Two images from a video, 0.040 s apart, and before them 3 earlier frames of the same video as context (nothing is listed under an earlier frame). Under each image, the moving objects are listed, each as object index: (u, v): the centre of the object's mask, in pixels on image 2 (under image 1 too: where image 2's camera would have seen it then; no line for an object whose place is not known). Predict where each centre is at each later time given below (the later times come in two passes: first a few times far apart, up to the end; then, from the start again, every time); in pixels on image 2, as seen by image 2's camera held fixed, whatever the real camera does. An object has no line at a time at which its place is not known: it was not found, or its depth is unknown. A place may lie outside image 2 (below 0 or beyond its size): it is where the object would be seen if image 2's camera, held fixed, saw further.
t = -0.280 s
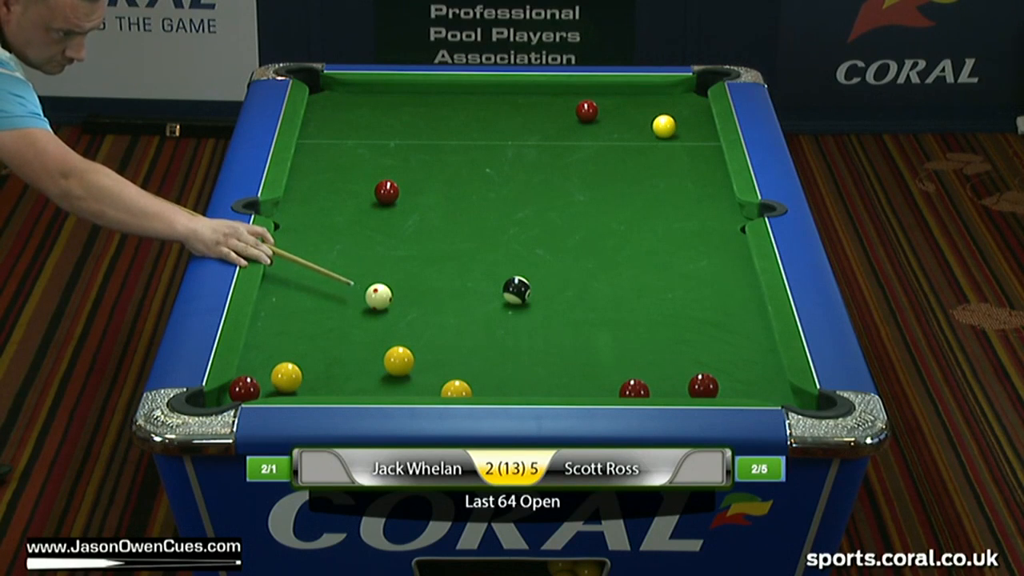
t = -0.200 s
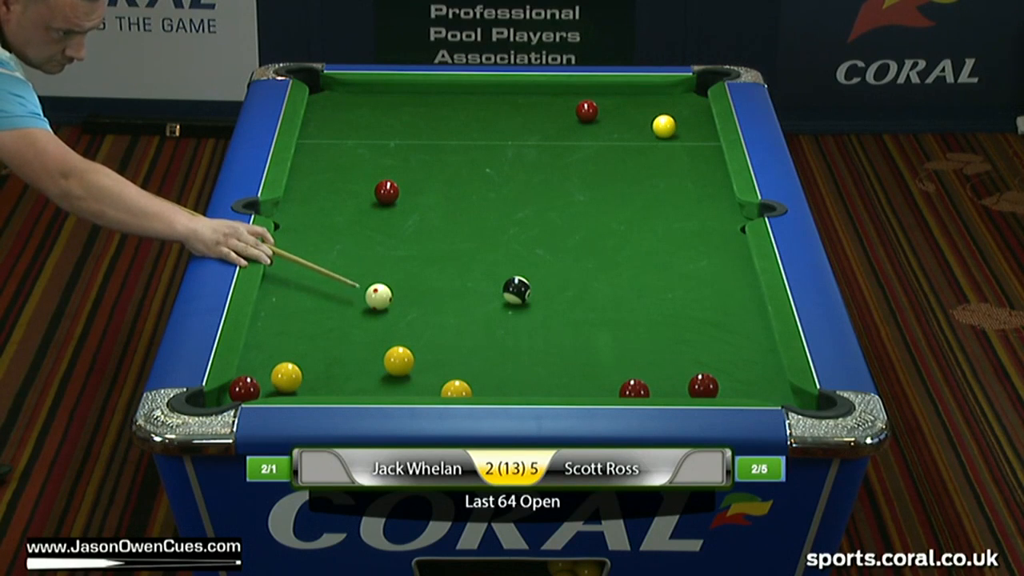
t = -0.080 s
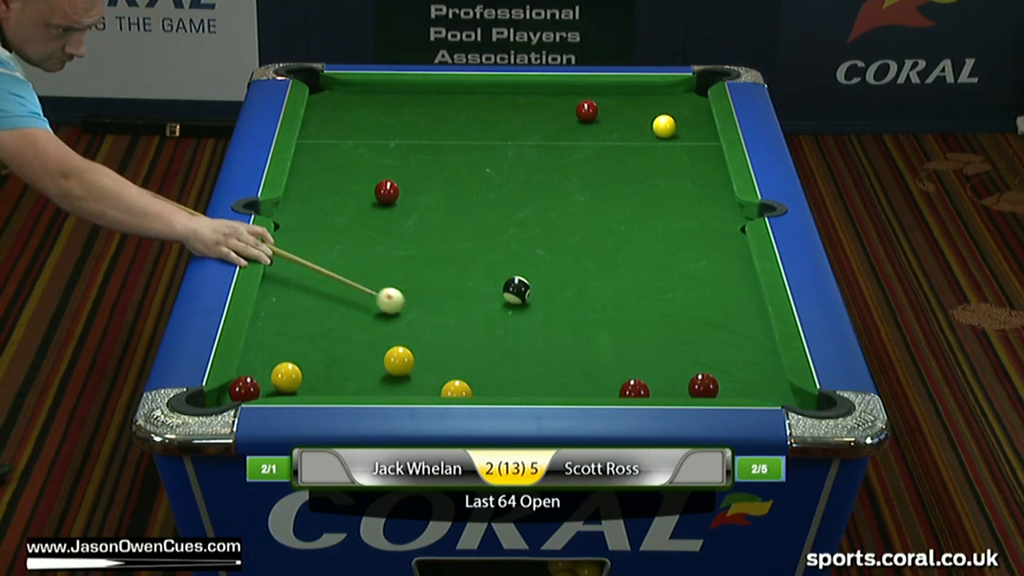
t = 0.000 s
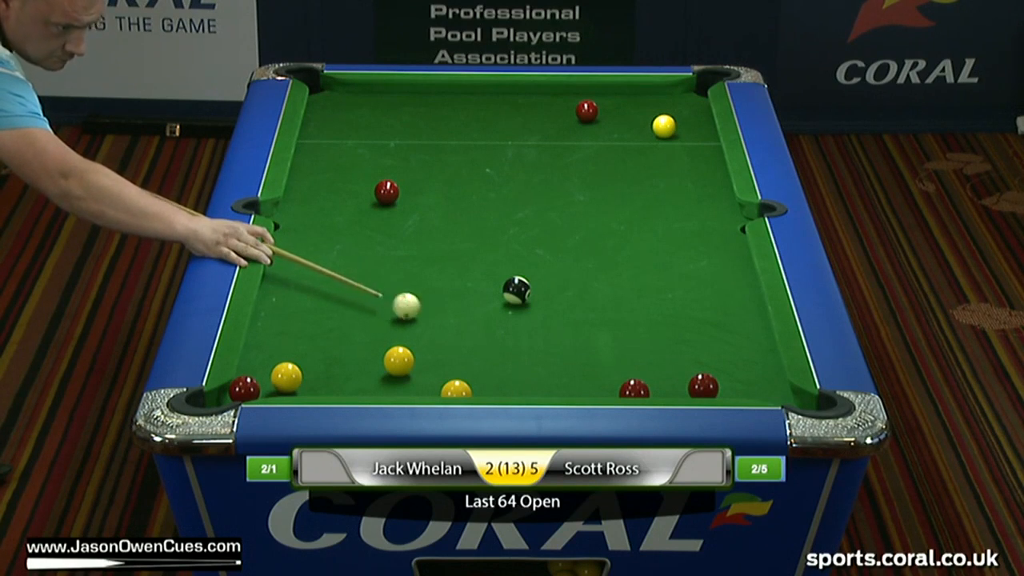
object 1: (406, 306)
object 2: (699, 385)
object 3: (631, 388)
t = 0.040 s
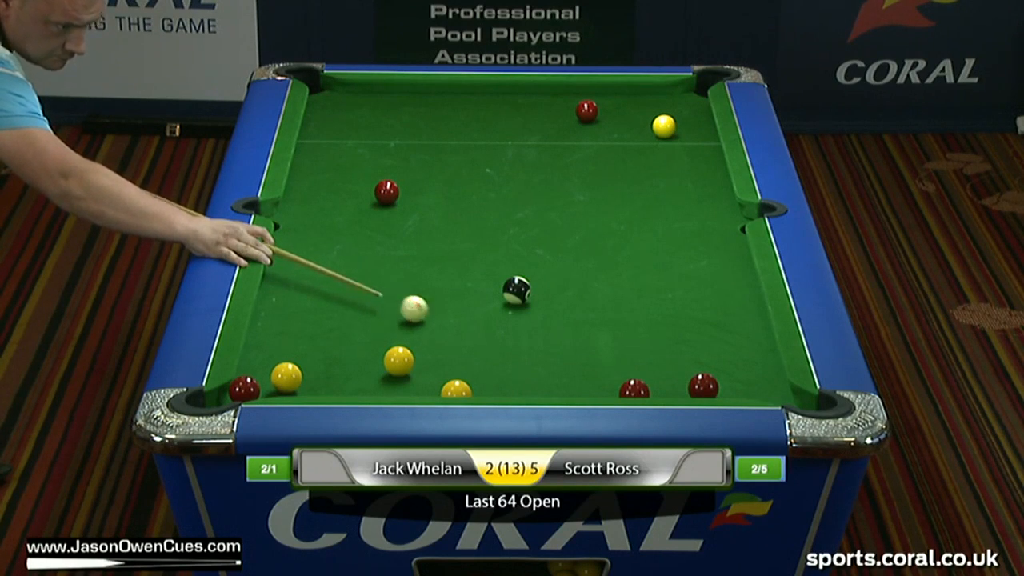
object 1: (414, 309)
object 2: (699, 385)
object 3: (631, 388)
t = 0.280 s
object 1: (460, 325)
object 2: (699, 386)
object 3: (631, 388)
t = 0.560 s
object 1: (512, 342)
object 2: (699, 385)
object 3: (631, 388)
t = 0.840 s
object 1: (564, 360)
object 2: (699, 385)
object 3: (631, 388)
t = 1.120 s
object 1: (613, 376)
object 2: (699, 385)
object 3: (631, 388)
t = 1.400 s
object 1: (658, 382)
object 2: (699, 385)
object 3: (633, 389)
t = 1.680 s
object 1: (677, 383)
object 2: (710, 386)
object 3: (637, 387)
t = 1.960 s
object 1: (681, 382)
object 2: (725, 387)
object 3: (640, 385)
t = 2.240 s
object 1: (682, 382)
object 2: (737, 388)
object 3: (643, 385)
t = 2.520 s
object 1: (682, 382)
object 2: (744, 389)
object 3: (643, 385)
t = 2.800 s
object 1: (682, 382)
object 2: (747, 389)
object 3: (643, 385)
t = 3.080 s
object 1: (682, 382)
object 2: (747, 389)
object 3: (643, 385)
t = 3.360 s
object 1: (682, 382)
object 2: (747, 389)
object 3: (643, 385)
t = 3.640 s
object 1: (682, 382)
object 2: (747, 389)
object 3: (643, 385)
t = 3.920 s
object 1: (682, 382)
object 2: (747, 389)
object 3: (643, 385)
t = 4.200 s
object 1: (682, 382)
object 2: (747, 389)
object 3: (643, 385)
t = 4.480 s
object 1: (682, 382)
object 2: (746, 389)
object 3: (643, 385)
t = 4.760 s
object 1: (682, 382)
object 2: (746, 389)
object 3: (643, 385)
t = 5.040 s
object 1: (682, 382)
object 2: (746, 389)
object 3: (643, 385)
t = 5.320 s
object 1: (682, 382)
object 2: (746, 389)
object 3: (643, 385)
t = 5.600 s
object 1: (682, 382)
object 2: (746, 389)
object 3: (643, 385)
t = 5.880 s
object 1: (682, 382)
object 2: (746, 389)
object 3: (643, 385)
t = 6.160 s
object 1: (682, 382)
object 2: (746, 389)
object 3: (643, 385)
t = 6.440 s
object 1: (682, 382)
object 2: (750, 390)
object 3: (643, 385)
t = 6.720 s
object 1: (682, 382)
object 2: (751, 390)
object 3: (643, 385)
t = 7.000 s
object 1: (682, 382)
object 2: (750, 390)
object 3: (643, 385)
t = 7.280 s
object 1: (682, 382)
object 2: (751, 390)
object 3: (643, 385)
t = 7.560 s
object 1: (681, 382)
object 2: (751, 390)
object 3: (643, 385)
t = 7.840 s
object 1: (682, 382)
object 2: (751, 390)
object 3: (643, 385)
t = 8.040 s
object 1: (682, 382)
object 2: (751, 390)
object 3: (643, 385)
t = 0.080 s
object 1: (421, 312)
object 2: (699, 385)
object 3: (631, 388)
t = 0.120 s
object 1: (429, 314)
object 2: (699, 385)
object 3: (631, 388)
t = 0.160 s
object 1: (437, 317)
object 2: (699, 385)
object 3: (631, 388)
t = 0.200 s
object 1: (444, 319)
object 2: (699, 385)
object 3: (631, 388)
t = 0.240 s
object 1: (452, 322)
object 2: (699, 386)
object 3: (631, 388)
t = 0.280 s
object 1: (460, 325)
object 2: (699, 386)
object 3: (631, 388)
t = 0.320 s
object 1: (467, 327)
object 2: (699, 385)
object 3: (631, 388)
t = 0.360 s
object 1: (475, 330)
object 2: (699, 385)
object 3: (631, 388)
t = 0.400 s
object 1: (482, 332)
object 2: (699, 385)
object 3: (631, 388)
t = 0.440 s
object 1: (490, 335)
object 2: (699, 386)
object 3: (631, 388)
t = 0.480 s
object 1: (497, 338)
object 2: (699, 386)
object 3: (631, 388)
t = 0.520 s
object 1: (505, 340)
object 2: (699, 385)
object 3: (631, 388)
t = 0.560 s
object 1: (512, 342)
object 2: (699, 385)
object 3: (631, 388)
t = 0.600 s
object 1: (520, 345)
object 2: (699, 385)
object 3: (631, 388)
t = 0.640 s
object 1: (527, 348)
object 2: (699, 386)
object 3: (631, 388)
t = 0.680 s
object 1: (534, 350)
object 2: (699, 385)
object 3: (631, 388)
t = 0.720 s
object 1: (542, 353)
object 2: (699, 385)
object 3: (631, 388)
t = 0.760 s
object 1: (549, 355)
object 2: (699, 385)
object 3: (631, 388)
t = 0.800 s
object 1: (556, 358)
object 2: (699, 385)
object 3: (631, 388)
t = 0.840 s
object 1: (564, 360)
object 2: (699, 385)
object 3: (631, 388)
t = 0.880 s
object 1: (571, 363)
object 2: (699, 385)
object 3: (631, 388)
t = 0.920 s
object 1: (578, 365)
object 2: (699, 386)
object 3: (631, 388)
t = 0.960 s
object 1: (585, 367)
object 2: (699, 385)
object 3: (631, 388)
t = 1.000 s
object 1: (592, 370)
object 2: (700, 385)
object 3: (631, 388)
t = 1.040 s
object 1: (599, 372)
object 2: (699, 385)
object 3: (631, 388)
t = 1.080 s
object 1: (606, 375)
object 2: (699, 385)
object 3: (631, 388)
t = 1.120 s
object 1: (613, 376)
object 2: (699, 385)
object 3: (631, 388)
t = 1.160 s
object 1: (618, 377)
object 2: (699, 385)
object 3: (631, 388)
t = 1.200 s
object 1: (624, 377)
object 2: (699, 386)
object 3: (631, 388)
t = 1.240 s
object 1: (633, 377)
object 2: (700, 385)
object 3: (631, 389)
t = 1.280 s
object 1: (641, 378)
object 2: (699, 386)
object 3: (632, 390)
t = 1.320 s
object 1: (647, 380)
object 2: (699, 385)
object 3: (633, 390)
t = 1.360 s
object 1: (653, 381)
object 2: (700, 386)
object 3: (633, 390)
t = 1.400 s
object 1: (658, 382)
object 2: (699, 385)
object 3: (633, 389)
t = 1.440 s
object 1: (662, 383)
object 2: (700, 385)
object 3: (634, 389)
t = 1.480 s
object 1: (667, 384)
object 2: (699, 385)
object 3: (634, 389)
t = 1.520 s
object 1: (672, 384)
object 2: (700, 385)
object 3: (634, 388)
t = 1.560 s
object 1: (674, 384)
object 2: (702, 386)
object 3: (634, 388)
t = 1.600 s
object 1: (675, 383)
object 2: (704, 386)
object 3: (635, 387)
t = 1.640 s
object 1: (676, 383)
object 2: (707, 386)
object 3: (635, 387)
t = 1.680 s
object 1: (677, 383)
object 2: (710, 386)
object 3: (637, 387)
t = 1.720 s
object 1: (678, 383)
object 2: (712, 387)
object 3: (636, 386)
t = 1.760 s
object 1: (678, 383)
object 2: (714, 387)
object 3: (638, 386)
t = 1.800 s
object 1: (679, 383)
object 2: (717, 387)
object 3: (638, 386)
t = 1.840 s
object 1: (680, 383)
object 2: (719, 387)
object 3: (640, 386)
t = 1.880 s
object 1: (680, 383)
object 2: (721, 387)
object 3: (637, 385)
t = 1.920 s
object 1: (681, 382)
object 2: (723, 387)
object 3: (637, 385)
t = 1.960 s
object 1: (681, 382)
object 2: (725, 387)
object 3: (640, 385)
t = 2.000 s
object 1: (681, 382)
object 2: (727, 388)
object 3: (641, 385)
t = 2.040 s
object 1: (682, 382)
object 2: (729, 388)
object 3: (641, 385)
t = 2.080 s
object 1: (682, 382)
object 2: (731, 388)
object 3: (642, 385)
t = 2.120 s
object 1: (682, 382)
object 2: (732, 388)
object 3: (642, 385)
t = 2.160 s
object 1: (682, 382)
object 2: (734, 388)
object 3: (642, 385)
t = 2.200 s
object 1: (682, 382)
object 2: (735, 388)
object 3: (643, 385)
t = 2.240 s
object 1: (682, 382)
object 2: (737, 388)
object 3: (643, 385)
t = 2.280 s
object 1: (682, 382)
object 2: (738, 388)
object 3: (643, 385)
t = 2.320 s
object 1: (682, 382)
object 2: (739, 388)
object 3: (643, 385)
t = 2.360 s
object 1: (682, 382)
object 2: (741, 389)
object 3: (643, 385)
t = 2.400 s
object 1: (682, 382)
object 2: (742, 389)
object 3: (643, 385)
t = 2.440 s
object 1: (682, 382)
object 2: (743, 389)
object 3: (643, 385)
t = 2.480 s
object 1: (682, 382)
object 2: (744, 389)
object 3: (643, 385)
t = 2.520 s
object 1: (682, 382)
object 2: (744, 389)
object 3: (643, 385)
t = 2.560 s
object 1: (682, 382)
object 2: (745, 389)
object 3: (643, 385)
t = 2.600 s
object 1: (682, 382)
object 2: (746, 389)
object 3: (643, 385)
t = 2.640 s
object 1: (682, 382)
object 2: (746, 389)
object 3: (643, 385)
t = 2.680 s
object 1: (682, 382)
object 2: (746, 389)
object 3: (643, 385)
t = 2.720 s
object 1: (682, 382)
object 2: (746, 389)
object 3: (643, 385)
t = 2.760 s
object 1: (682, 382)
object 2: (747, 389)
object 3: (643, 385)
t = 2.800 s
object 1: (682, 382)
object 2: (747, 389)
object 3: (643, 385)
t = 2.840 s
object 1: (682, 382)
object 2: (747, 389)
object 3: (643, 385)
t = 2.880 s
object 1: (682, 382)
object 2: (747, 389)
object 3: (643, 385)
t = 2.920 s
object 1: (682, 382)
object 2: (747, 389)
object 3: (643, 385)
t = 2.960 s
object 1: (682, 382)
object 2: (747, 389)
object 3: (643, 385)
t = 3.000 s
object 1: (682, 382)
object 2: (747, 389)
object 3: (643, 385)
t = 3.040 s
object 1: (682, 382)
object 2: (747, 389)
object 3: (643, 385)
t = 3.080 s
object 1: (682, 382)
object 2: (747, 389)
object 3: (643, 385)
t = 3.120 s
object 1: (682, 382)
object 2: (747, 389)
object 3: (643, 385)
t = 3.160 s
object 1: (682, 382)
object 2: (747, 389)
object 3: (643, 385)
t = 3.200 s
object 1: (682, 382)
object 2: (747, 389)
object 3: (643, 385)
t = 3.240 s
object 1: (682, 382)
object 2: (747, 389)
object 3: (643, 385)
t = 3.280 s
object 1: (682, 382)
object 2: (747, 389)
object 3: (643, 385)
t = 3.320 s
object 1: (682, 382)
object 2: (747, 389)
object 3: (643, 385)
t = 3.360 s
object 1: (682, 382)
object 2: (747, 389)
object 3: (643, 385)
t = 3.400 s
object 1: (682, 382)
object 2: (747, 389)
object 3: (643, 385)
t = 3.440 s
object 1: (682, 382)
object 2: (747, 389)
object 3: (643, 385)
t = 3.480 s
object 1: (682, 382)
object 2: (747, 389)
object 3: (643, 385)
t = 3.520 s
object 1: (682, 382)
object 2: (747, 389)
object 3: (643, 385)
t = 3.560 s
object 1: (682, 382)
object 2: (747, 389)
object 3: (643, 385)
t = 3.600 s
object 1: (682, 382)
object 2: (747, 389)
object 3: (643, 385)
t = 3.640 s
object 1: (682, 382)
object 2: (747, 389)
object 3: (643, 385)
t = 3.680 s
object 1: (682, 382)
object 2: (747, 389)
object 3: (643, 385)
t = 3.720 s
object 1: (682, 382)
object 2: (747, 389)
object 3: (643, 385)
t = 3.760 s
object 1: (682, 382)
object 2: (747, 389)
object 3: (643, 385)
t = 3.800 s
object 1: (682, 382)
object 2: (747, 389)
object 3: (643, 385)
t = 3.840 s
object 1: (682, 382)
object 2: (747, 389)
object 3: (643, 385)
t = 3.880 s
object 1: (682, 382)
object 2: (747, 389)
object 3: (643, 385)
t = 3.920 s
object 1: (682, 382)
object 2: (747, 389)
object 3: (643, 385)
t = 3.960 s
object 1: (682, 382)
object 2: (747, 389)
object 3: (643, 385)
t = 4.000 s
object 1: (682, 382)
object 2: (747, 389)
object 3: (643, 385)
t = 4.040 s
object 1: (682, 382)
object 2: (747, 389)
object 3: (643, 385)
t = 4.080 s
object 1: (682, 382)
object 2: (747, 389)
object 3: (643, 385)
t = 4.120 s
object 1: (682, 382)
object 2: (746, 389)
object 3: (643, 385)
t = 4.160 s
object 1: (682, 382)
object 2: (747, 389)
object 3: (643, 385)
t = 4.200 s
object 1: (682, 382)
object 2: (747, 389)
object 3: (643, 385)
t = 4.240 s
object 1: (682, 382)
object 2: (746, 389)
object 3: (643, 385)
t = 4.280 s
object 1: (682, 382)
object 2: (746, 389)
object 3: (643, 385)
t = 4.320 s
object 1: (682, 382)
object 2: (746, 389)
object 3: (643, 385)
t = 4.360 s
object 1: (682, 382)
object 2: (747, 389)
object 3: (643, 385)
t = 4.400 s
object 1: (682, 382)
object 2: (747, 389)
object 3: (643, 385)
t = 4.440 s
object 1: (682, 382)
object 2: (746, 389)
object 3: (643, 385)
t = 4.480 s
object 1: (682, 382)
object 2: (746, 389)
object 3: (643, 385)
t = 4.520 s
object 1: (682, 382)
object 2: (746, 389)
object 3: (643, 385)
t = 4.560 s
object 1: (682, 382)
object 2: (746, 389)
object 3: (643, 385)
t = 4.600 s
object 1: (682, 382)
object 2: (746, 389)
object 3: (643, 385)
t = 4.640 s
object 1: (682, 382)
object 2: (746, 389)
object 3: (643, 385)
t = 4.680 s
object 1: (682, 382)
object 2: (746, 389)
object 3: (643, 385)
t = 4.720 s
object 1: (682, 382)
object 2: (746, 389)
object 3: (643, 385)
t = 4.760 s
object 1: (682, 382)
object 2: (746, 389)
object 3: (643, 385)
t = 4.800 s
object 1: (682, 382)
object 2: (746, 389)
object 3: (643, 385)
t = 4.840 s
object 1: (682, 382)
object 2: (746, 389)
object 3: (643, 385)
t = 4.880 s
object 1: (682, 382)
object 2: (746, 389)
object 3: (643, 385)
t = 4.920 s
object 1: (682, 382)
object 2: (746, 389)
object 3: (643, 385)
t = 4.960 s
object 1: (682, 382)
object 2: (746, 389)
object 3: (643, 385)
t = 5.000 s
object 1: (682, 382)
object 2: (746, 389)
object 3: (643, 385)
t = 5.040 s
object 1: (682, 382)
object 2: (746, 389)
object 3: (643, 385)
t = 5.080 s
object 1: (682, 382)
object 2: (746, 389)
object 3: (643, 385)
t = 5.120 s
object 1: (682, 382)
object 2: (746, 389)
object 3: (643, 385)
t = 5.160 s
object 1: (682, 382)
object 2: (746, 389)
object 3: (643, 385)
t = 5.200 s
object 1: (682, 382)
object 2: (747, 389)
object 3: (643, 385)
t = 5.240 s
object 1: (682, 382)
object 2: (746, 389)
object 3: (643, 385)
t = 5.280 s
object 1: (682, 382)
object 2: (746, 389)
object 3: (643, 385)
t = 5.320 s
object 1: (682, 382)
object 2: (746, 389)
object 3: (643, 385)
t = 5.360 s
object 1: (682, 382)
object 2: (746, 389)
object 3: (643, 385)
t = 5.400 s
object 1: (682, 382)
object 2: (746, 389)
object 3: (643, 385)
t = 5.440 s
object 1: (682, 382)
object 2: (746, 389)
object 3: (643, 385)
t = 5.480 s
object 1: (682, 382)
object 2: (746, 389)
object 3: (643, 385)
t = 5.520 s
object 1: (682, 382)
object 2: (746, 389)
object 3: (643, 385)
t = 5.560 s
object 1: (682, 382)
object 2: (746, 389)
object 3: (643, 385)
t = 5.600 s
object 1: (682, 382)
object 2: (746, 389)
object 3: (643, 385)
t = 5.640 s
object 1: (682, 382)
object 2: (746, 389)
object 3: (643, 385)
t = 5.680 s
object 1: (682, 382)
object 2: (746, 389)
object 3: (643, 385)
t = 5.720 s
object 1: (682, 382)
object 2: (746, 389)
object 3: (643, 385)
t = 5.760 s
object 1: (682, 382)
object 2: (746, 389)
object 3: (643, 385)
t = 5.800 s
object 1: (682, 382)
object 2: (746, 389)
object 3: (643, 385)
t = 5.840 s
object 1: (682, 382)
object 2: (746, 389)
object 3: (643, 385)
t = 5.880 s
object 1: (682, 382)
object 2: (746, 389)
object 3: (643, 385)
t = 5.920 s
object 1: (682, 382)
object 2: (746, 389)
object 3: (643, 385)
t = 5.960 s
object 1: (682, 382)
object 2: (746, 389)
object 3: (643, 385)
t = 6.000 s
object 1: (682, 382)
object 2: (746, 389)
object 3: (643, 385)
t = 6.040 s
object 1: (682, 382)
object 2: (746, 389)
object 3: (643, 385)
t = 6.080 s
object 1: (682, 382)
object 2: (746, 389)
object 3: (643, 385)
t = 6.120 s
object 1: (682, 382)
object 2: (746, 389)
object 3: (643, 385)
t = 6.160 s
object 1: (682, 382)
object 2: (746, 389)
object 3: (643, 385)
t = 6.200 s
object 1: (682, 382)
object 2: (746, 389)
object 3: (643, 385)
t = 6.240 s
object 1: (682, 382)
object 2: (746, 389)
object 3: (643, 385)
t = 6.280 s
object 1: (682, 382)
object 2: (746, 389)
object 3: (643, 385)
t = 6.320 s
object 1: (682, 382)
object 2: (750, 390)
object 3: (643, 385)
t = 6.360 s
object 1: (682, 382)
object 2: (750, 390)
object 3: (643, 385)
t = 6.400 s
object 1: (682, 382)
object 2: (750, 390)
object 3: (643, 385)
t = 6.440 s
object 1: (682, 382)
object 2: (750, 390)
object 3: (643, 385)
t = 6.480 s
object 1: (682, 382)
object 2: (750, 390)
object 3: (643, 385)
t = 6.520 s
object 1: (682, 382)
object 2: (750, 390)
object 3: (643, 385)
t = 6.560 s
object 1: (682, 382)
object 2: (750, 390)
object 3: (643, 385)
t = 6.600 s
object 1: (682, 382)
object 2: (750, 390)
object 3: (643, 385)
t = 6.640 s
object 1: (682, 382)
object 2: (750, 390)
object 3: (643, 385)
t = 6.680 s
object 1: (682, 382)
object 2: (750, 390)
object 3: (643, 385)
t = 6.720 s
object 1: (682, 382)
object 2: (751, 390)
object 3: (643, 385)
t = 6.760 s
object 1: (682, 382)
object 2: (751, 390)
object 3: (643, 385)
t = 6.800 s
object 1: (682, 382)
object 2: (750, 390)
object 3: (643, 385)
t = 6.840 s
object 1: (682, 382)
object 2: (751, 390)
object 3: (643, 385)
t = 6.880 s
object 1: (682, 382)
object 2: (751, 390)
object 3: (643, 385)
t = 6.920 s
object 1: (682, 382)
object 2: (750, 390)
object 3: (643, 385)
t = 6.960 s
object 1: (682, 382)
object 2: (750, 390)
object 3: (643, 385)
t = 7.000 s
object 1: (682, 382)
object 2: (750, 390)
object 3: (643, 385)
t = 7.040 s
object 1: (682, 382)
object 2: (751, 390)
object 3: (643, 385)
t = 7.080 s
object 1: (682, 382)
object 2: (751, 390)
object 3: (643, 385)
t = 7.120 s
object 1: (682, 382)
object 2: (751, 390)
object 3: (643, 385)
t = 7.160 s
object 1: (682, 382)
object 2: (750, 390)
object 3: (643, 385)
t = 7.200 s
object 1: (682, 382)
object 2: (751, 390)
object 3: (643, 385)
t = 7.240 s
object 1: (682, 382)
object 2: (751, 390)
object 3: (643, 385)
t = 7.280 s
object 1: (682, 382)
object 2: (751, 390)
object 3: (643, 385)
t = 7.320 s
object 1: (682, 382)
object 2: (750, 390)
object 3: (643, 385)
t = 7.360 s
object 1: (682, 382)
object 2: (751, 390)
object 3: (643, 385)
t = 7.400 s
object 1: (681, 382)
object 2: (751, 390)
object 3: (643, 385)
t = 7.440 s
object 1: (681, 382)
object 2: (751, 390)
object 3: (643, 385)
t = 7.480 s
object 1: (681, 382)
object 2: (751, 390)
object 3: (643, 385)
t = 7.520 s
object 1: (681, 382)
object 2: (751, 390)
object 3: (643, 385)
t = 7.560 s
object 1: (681, 382)
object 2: (751, 390)
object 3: (643, 385)
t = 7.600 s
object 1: (681, 382)
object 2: (751, 390)
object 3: (643, 385)
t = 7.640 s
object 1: (682, 382)
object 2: (751, 390)
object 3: (643, 385)
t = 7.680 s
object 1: (682, 382)
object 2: (751, 390)
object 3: (643, 385)
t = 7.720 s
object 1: (682, 382)
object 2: (751, 390)
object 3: (643, 385)
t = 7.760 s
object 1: (682, 382)
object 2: (751, 390)
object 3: (643, 385)
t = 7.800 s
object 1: (682, 382)
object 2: (751, 390)
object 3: (643, 385)
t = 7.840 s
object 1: (682, 382)
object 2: (751, 390)
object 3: (643, 385)
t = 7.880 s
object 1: (682, 382)
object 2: (751, 390)
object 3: (643, 385)
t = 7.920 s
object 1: (682, 382)
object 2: (751, 390)
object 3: (643, 385)
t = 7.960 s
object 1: (682, 382)
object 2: (751, 390)
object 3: (643, 385)
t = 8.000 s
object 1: (682, 382)
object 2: (751, 390)
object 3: (643, 385)
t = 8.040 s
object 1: (682, 382)
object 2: (751, 390)
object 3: (643, 385)
